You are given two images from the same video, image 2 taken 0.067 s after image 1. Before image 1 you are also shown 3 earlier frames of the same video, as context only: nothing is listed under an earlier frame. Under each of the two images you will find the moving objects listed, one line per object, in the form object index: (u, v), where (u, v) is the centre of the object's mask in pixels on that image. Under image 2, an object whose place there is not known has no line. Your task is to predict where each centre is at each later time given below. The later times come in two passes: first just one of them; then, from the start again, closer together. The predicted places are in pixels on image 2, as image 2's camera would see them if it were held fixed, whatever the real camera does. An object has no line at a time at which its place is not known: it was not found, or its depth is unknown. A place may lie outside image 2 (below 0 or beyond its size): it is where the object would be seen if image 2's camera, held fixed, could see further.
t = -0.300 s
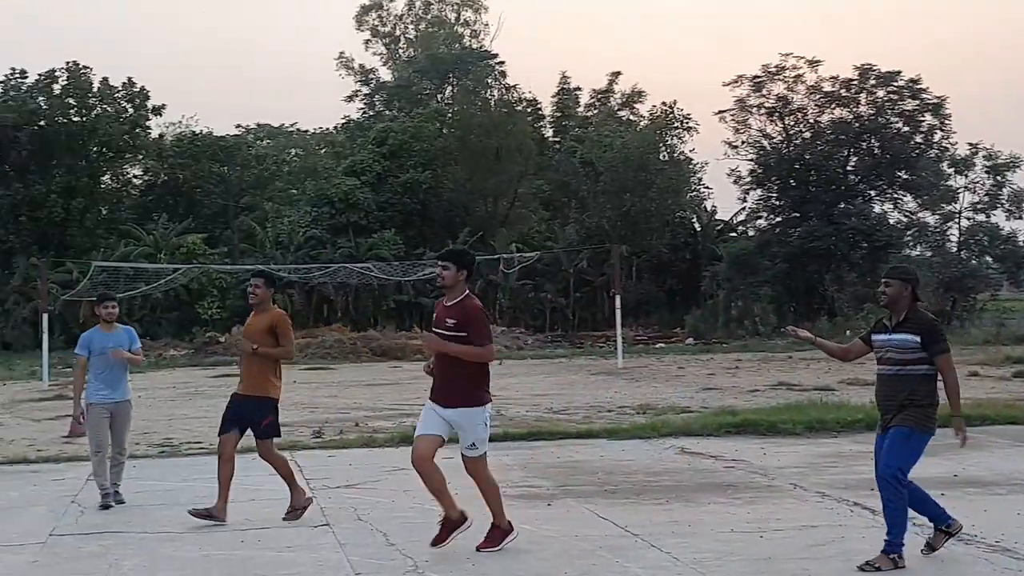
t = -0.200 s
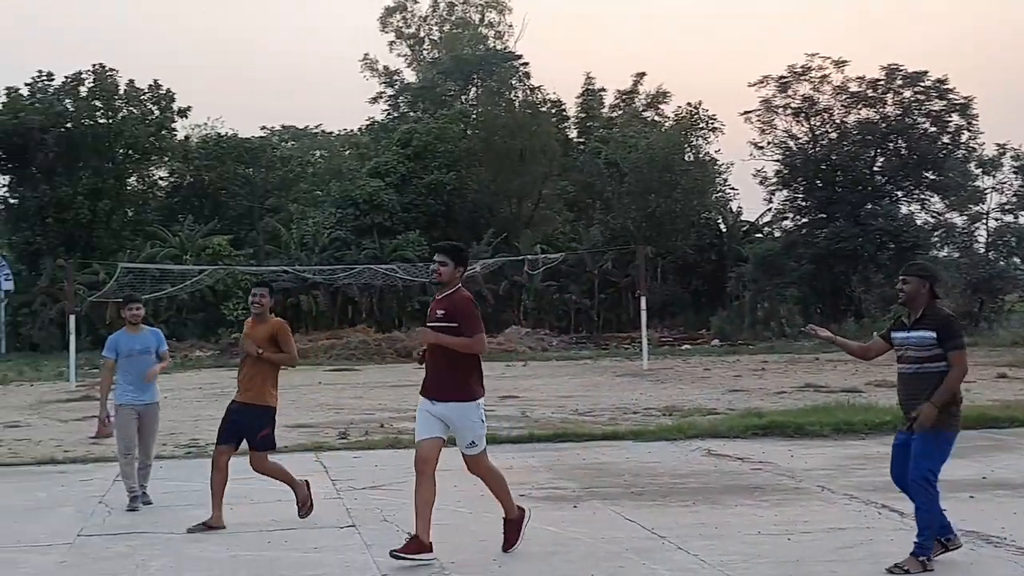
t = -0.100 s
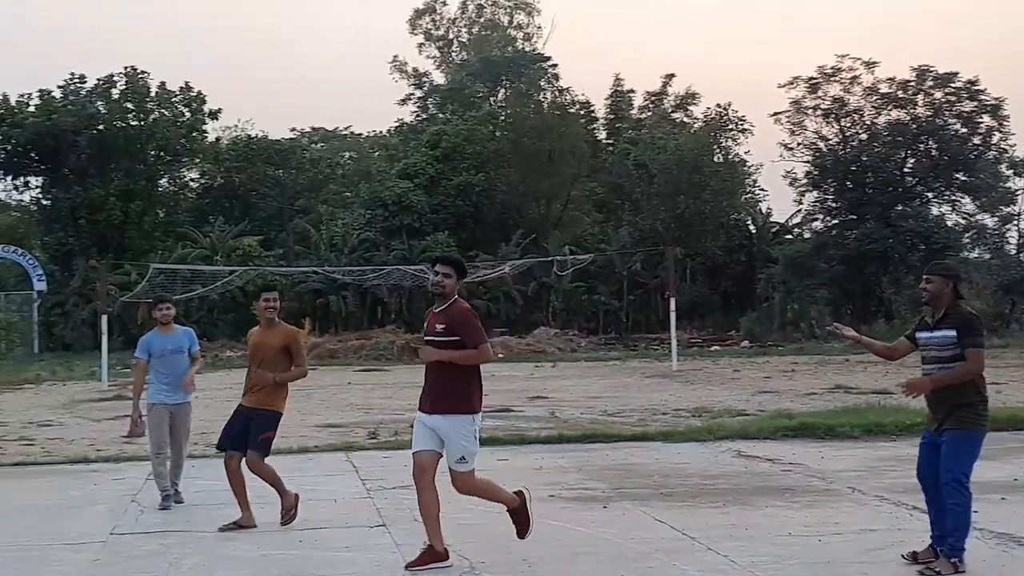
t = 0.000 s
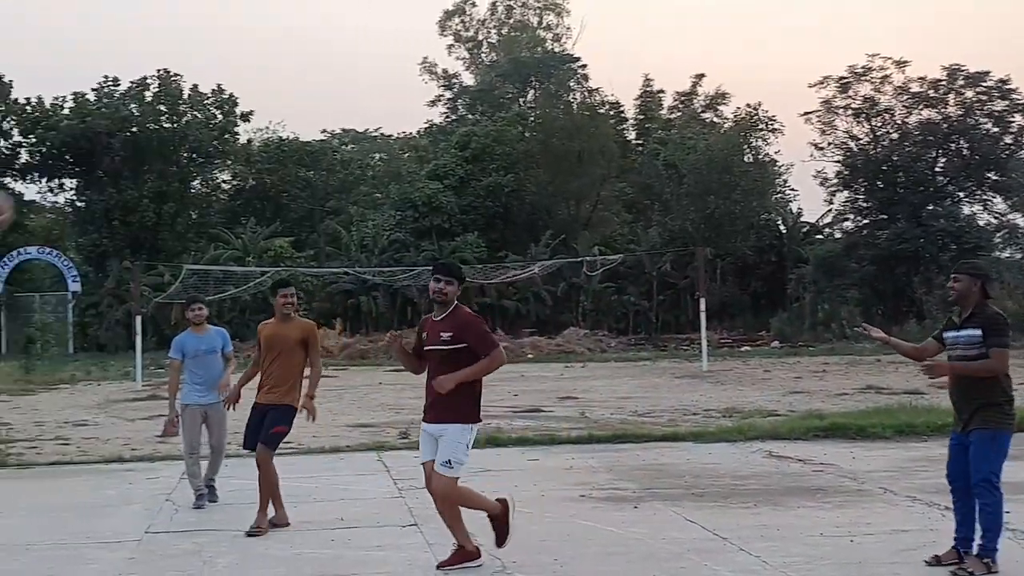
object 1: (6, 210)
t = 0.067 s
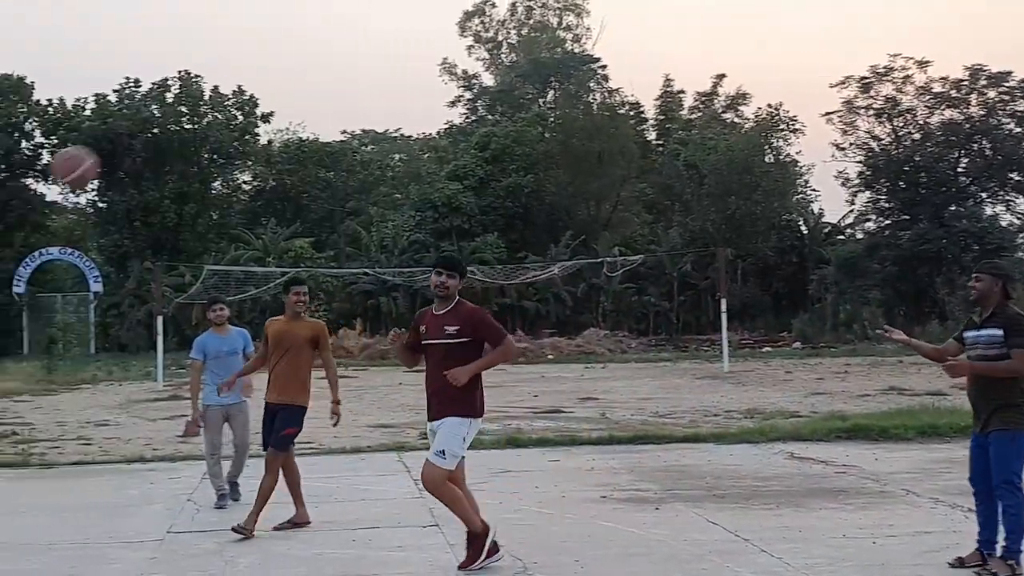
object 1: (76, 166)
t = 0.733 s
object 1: (665, 167)
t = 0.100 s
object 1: (108, 148)
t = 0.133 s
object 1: (141, 133)
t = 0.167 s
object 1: (173, 118)
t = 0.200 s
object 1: (206, 106)
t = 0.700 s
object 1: (644, 150)
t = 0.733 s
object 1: (665, 167)
